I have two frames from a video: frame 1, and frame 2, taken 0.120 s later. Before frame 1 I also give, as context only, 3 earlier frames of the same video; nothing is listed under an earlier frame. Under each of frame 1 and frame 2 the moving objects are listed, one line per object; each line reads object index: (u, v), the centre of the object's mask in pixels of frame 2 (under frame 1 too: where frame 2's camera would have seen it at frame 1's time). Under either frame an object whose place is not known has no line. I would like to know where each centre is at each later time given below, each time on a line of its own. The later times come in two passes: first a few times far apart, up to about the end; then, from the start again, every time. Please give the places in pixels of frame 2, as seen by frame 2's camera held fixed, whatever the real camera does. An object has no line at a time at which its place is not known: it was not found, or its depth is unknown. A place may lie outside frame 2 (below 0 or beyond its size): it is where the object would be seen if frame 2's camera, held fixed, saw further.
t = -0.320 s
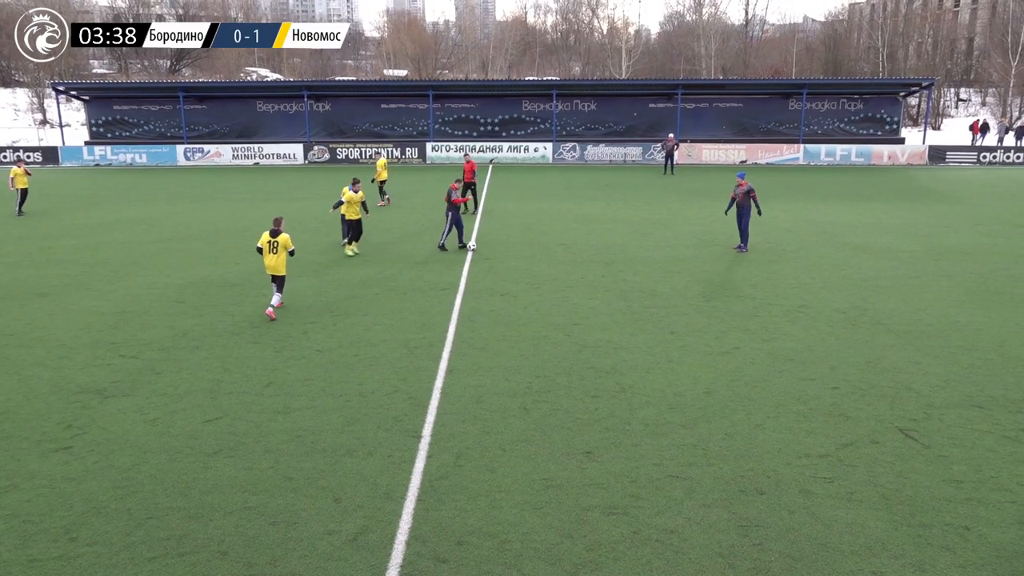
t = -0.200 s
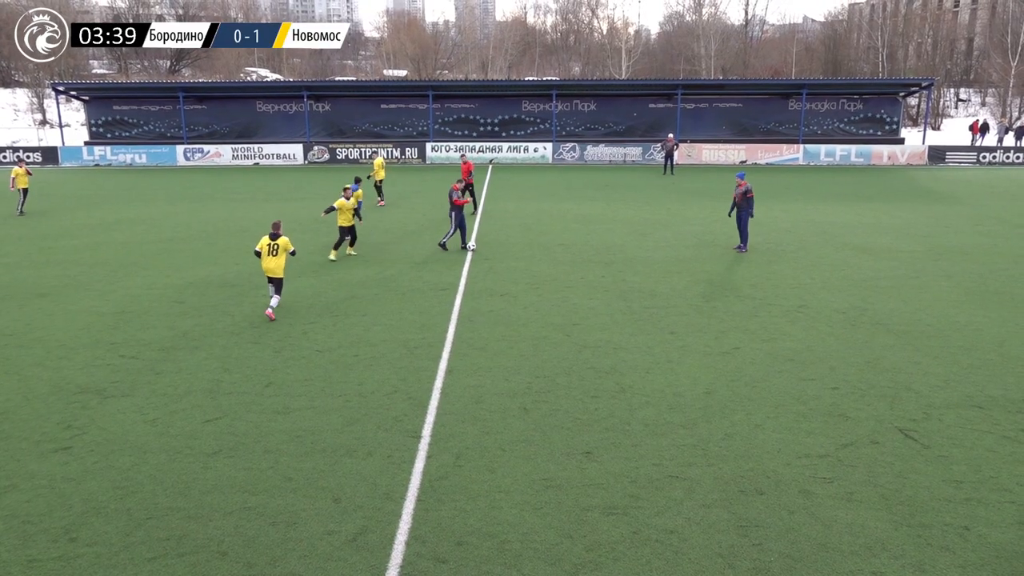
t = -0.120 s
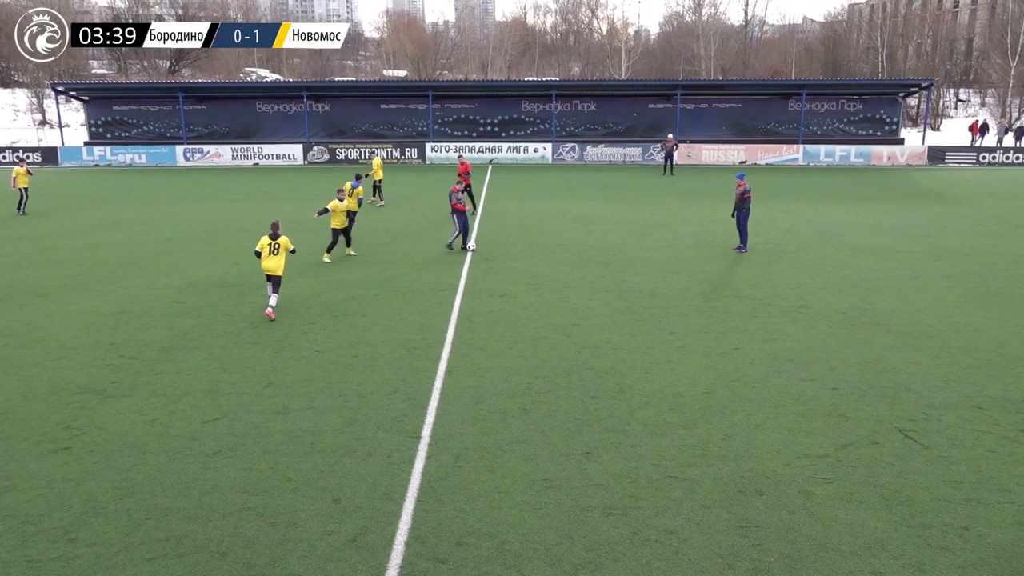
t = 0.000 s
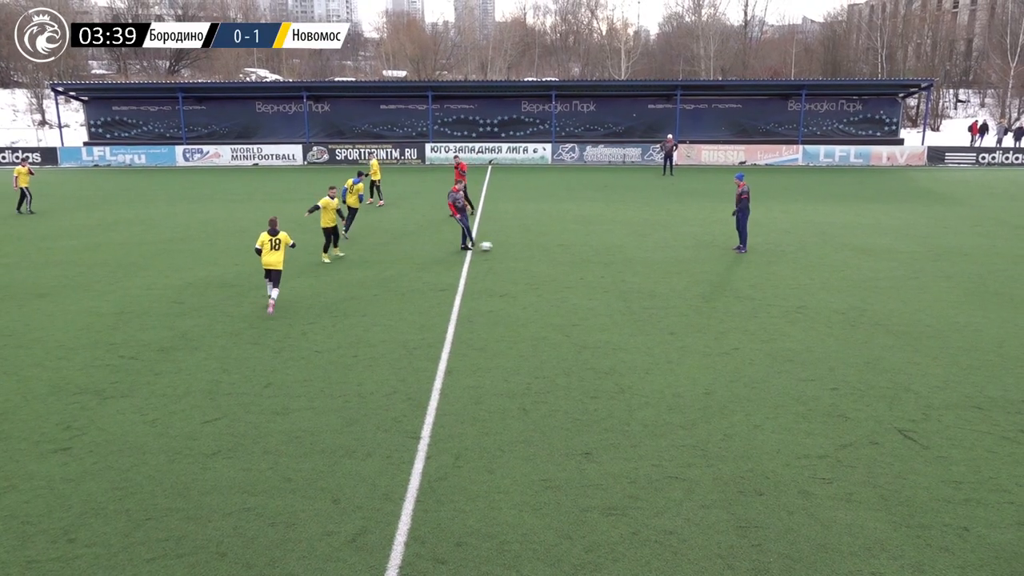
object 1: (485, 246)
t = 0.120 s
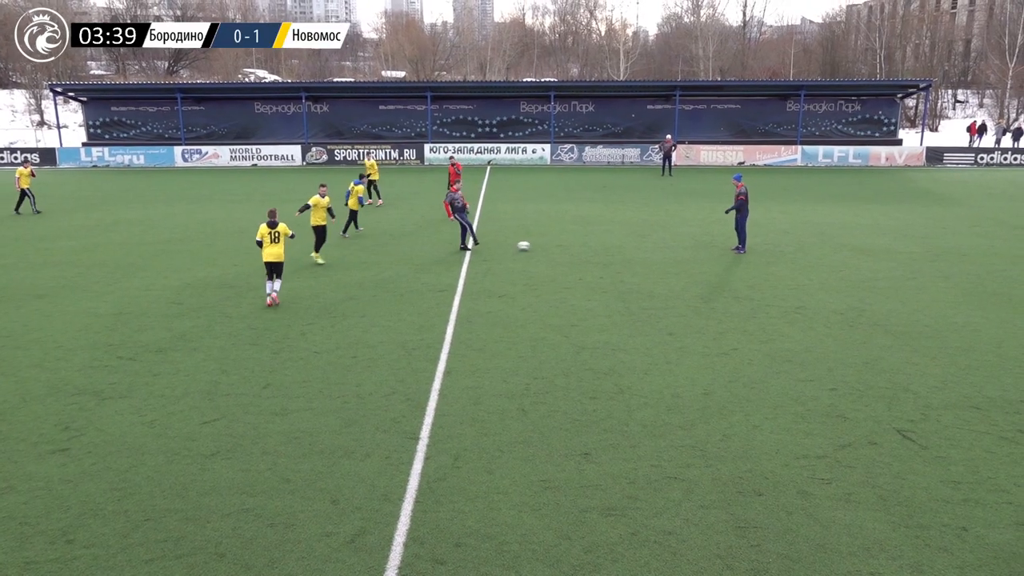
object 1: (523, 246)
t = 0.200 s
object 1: (547, 245)
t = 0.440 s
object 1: (610, 245)
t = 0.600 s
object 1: (645, 245)
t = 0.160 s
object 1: (535, 245)
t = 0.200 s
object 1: (547, 245)
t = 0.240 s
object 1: (558, 245)
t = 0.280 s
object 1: (570, 245)
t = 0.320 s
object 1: (580, 245)
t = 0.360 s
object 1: (591, 245)
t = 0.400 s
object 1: (600, 245)
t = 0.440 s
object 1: (610, 245)
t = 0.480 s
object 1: (619, 245)
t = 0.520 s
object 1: (628, 245)
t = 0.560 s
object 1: (636, 244)
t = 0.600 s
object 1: (645, 245)
